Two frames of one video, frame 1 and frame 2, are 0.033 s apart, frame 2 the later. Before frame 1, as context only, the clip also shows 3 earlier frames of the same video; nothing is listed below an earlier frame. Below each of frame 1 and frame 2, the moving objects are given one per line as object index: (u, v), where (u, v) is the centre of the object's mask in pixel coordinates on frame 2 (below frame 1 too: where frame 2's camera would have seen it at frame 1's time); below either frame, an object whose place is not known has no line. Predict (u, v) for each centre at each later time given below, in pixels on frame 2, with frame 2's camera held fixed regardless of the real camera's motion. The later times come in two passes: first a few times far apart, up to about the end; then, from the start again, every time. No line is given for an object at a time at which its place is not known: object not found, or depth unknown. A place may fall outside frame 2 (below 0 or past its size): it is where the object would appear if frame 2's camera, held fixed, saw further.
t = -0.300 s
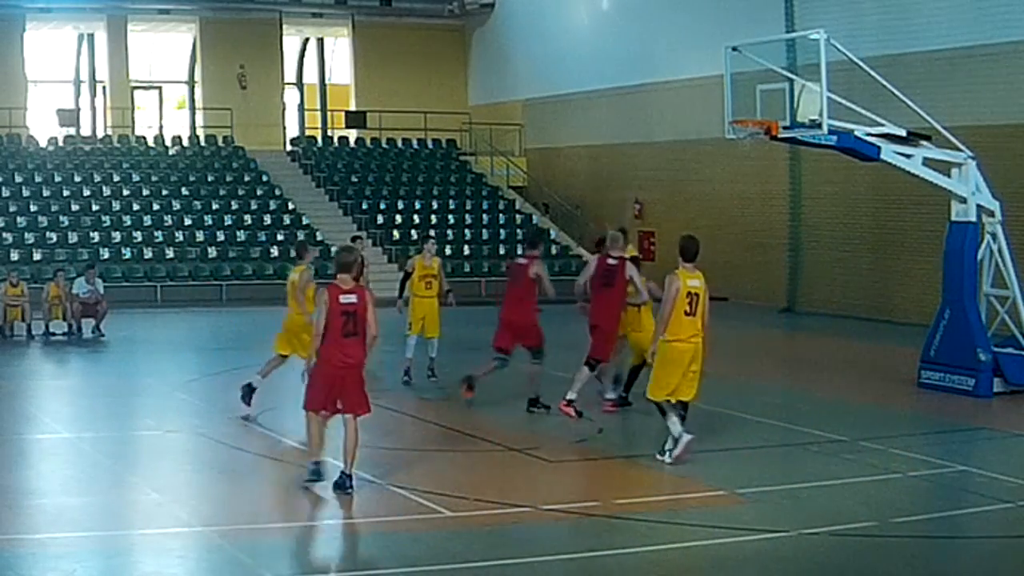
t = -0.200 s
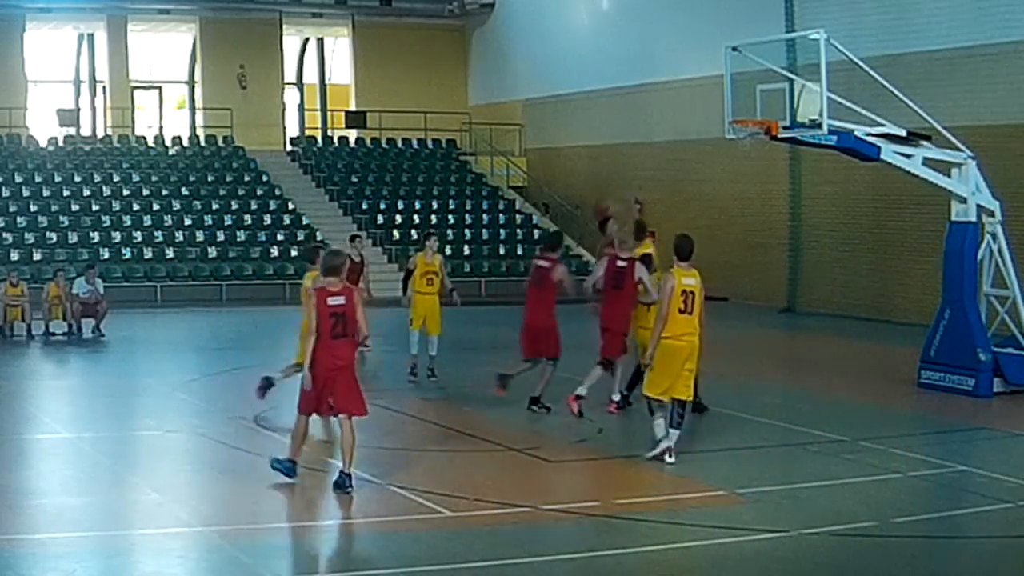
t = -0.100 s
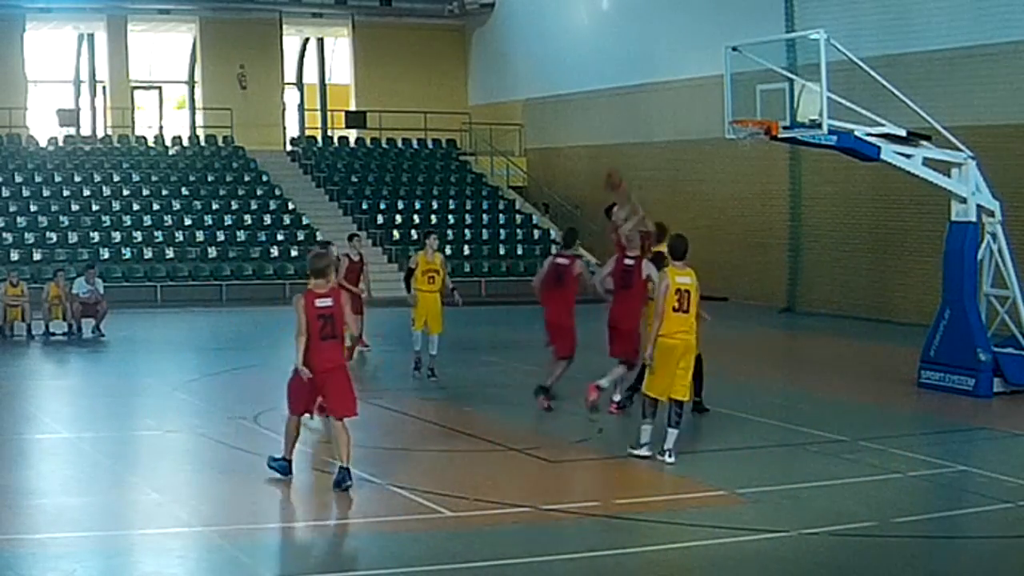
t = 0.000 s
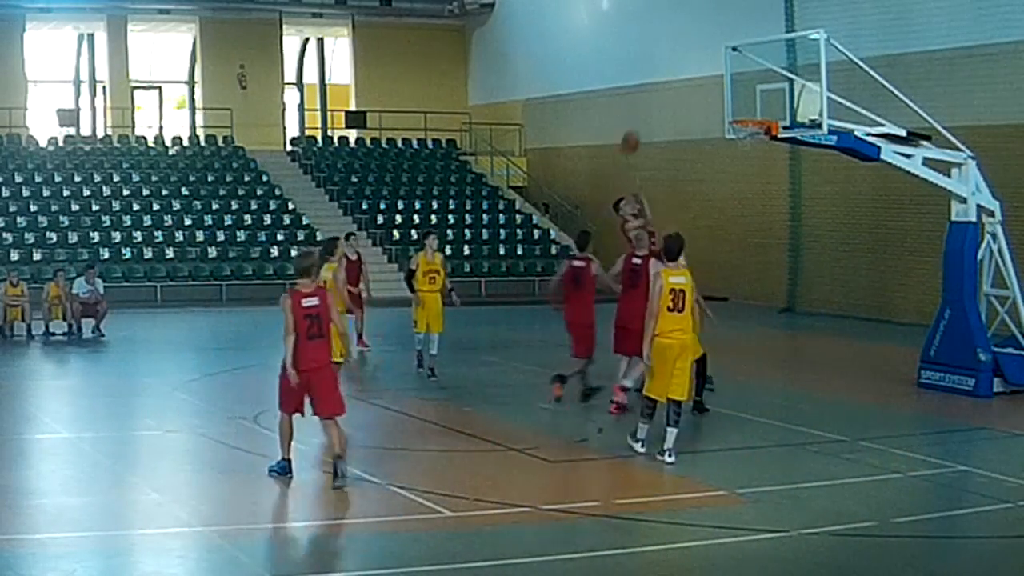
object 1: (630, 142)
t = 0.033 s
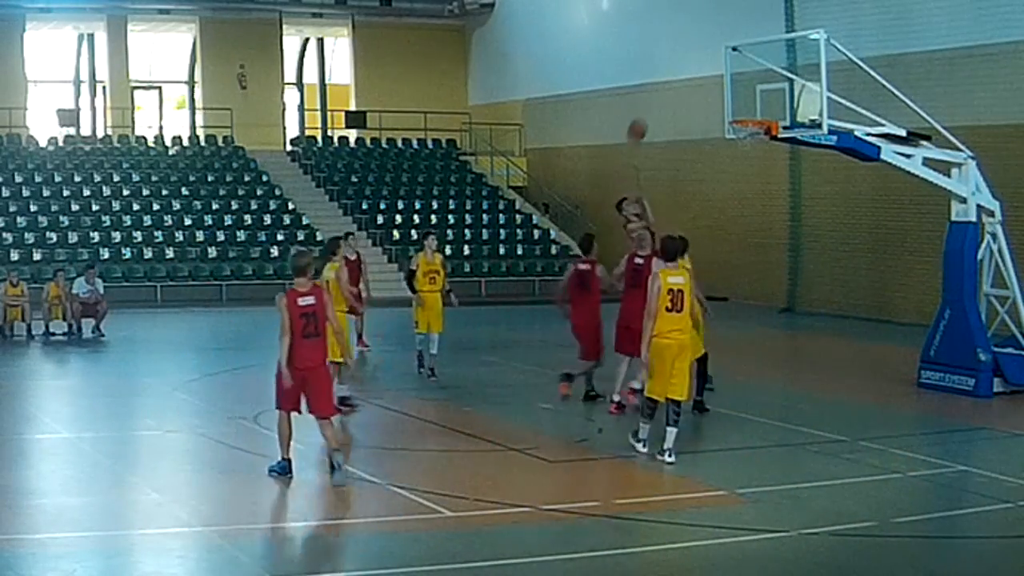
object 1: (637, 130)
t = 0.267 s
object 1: (684, 76)
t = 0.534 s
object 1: (740, 72)
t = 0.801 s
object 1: (748, 114)
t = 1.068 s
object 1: (742, 160)
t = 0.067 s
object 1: (643, 120)
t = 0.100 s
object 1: (650, 110)
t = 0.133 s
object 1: (656, 101)
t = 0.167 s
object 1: (663, 94)
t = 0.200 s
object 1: (669, 87)
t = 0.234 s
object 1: (677, 81)
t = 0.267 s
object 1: (684, 76)
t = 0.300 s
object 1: (691, 72)
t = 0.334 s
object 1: (698, 69)
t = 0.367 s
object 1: (705, 67)
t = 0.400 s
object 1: (712, 66)
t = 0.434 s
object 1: (719, 66)
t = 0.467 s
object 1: (726, 67)
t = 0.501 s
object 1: (733, 69)
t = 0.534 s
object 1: (740, 72)
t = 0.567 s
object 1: (747, 76)
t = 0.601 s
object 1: (749, 79)
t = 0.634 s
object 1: (749, 83)
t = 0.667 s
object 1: (749, 88)
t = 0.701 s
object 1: (749, 94)
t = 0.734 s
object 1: (749, 101)
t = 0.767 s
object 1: (748, 109)
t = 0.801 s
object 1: (748, 114)
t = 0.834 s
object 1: (748, 132)
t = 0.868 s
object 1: (748, 139)
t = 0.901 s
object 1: (748, 142)
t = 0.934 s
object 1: (747, 145)
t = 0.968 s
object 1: (747, 147)
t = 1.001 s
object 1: (745, 149)
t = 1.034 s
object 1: (744, 152)
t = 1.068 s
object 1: (742, 160)
